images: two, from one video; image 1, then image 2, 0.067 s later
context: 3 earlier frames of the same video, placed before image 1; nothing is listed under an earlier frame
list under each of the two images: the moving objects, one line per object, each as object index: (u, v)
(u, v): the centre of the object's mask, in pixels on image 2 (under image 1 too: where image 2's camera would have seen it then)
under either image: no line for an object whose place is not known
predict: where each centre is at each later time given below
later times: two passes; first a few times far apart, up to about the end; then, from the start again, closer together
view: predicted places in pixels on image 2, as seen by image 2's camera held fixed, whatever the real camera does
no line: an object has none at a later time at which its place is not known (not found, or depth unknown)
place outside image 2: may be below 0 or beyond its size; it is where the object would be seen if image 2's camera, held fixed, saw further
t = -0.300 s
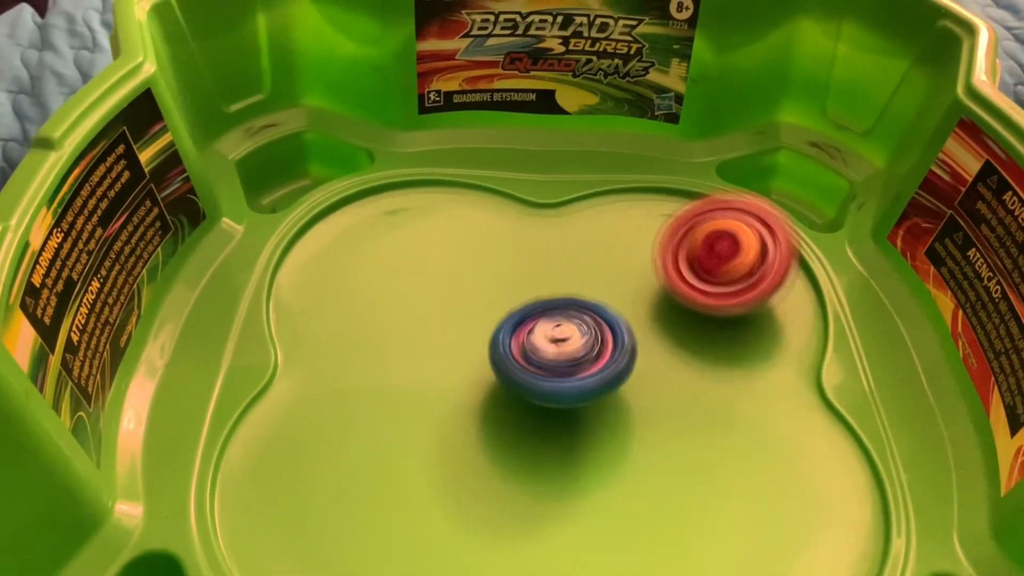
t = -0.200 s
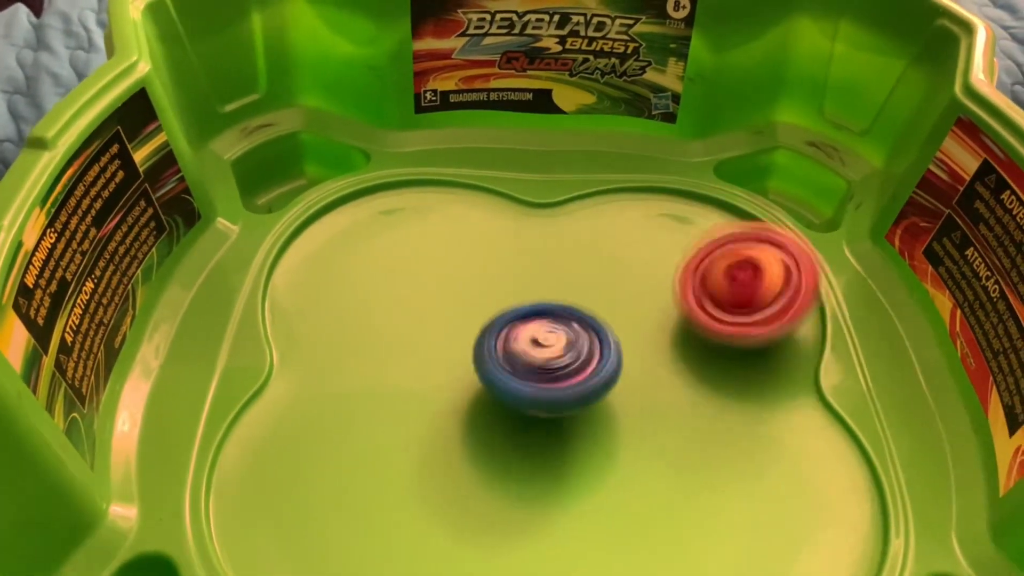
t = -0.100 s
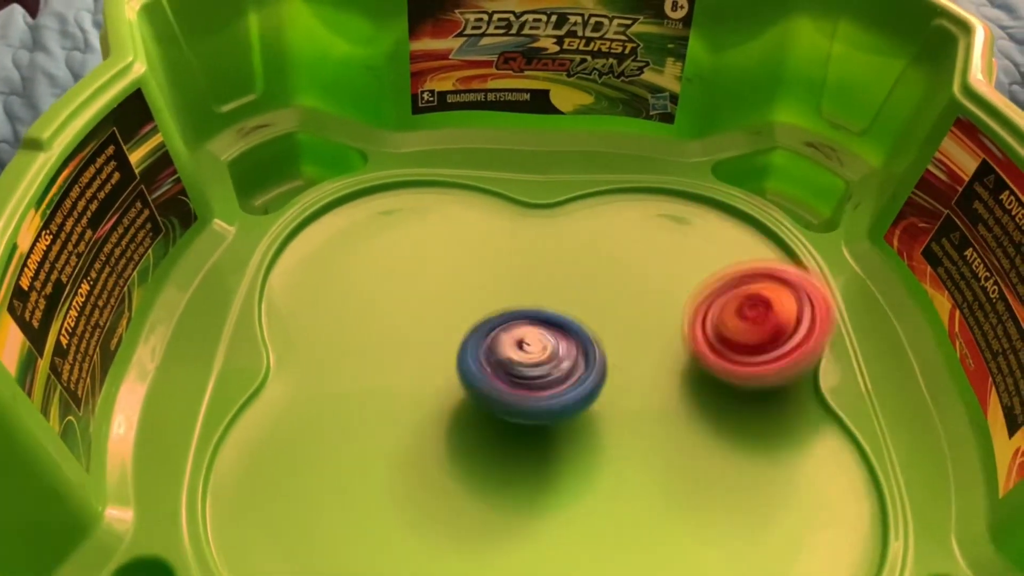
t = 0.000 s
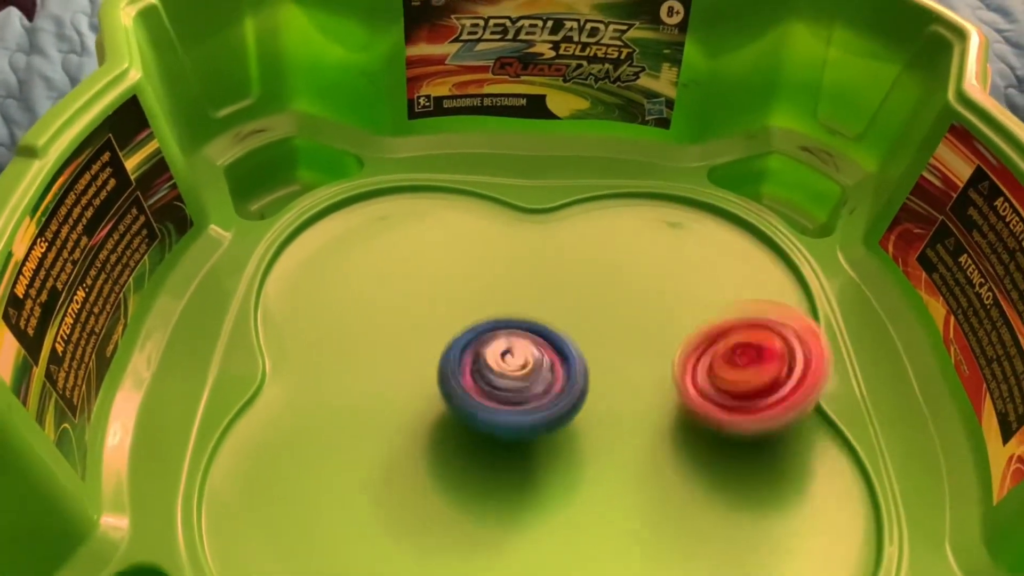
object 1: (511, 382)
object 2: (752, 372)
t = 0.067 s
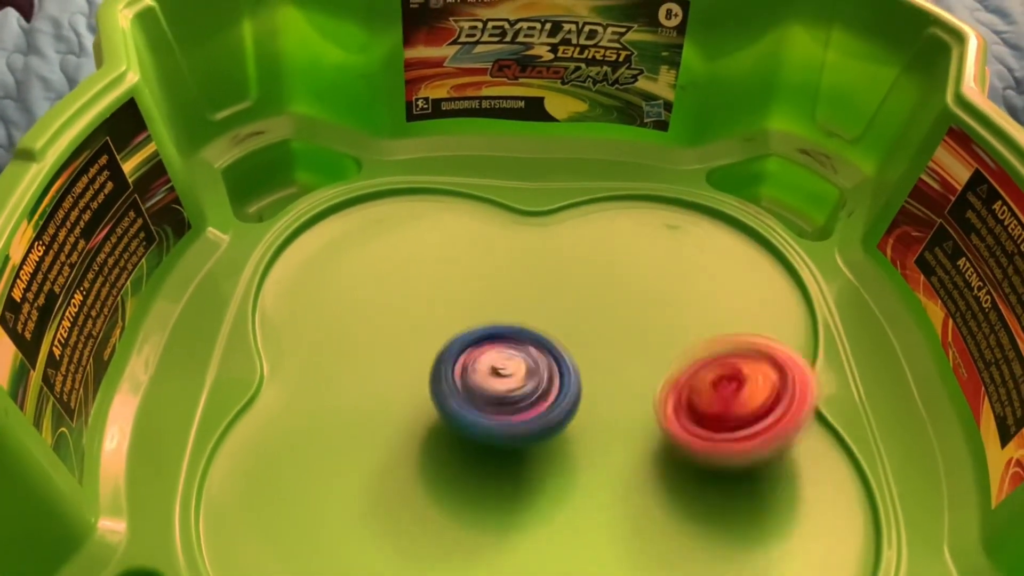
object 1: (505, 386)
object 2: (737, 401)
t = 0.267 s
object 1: (511, 394)
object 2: (649, 477)
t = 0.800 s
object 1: (597, 350)
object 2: (294, 443)
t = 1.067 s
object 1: (568, 387)
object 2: (345, 332)
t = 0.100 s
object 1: (503, 388)
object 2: (727, 415)
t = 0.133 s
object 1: (503, 390)
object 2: (714, 428)
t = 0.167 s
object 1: (504, 391)
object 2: (702, 442)
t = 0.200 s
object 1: (505, 392)
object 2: (688, 454)
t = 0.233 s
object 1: (508, 394)
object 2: (668, 467)
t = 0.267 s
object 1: (511, 394)
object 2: (649, 477)
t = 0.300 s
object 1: (514, 390)
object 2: (628, 489)
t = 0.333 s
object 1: (520, 385)
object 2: (607, 501)
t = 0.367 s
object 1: (521, 376)
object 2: (582, 508)
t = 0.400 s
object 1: (527, 367)
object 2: (549, 517)
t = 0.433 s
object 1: (533, 361)
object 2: (520, 522)
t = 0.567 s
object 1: (557, 341)
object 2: (403, 519)
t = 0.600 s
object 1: (564, 338)
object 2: (376, 513)
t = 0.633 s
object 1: (573, 335)
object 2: (356, 507)
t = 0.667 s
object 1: (580, 338)
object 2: (336, 495)
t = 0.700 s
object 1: (585, 339)
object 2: (321, 485)
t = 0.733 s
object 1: (591, 339)
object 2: (310, 470)
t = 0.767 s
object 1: (597, 343)
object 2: (300, 458)
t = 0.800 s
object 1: (597, 350)
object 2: (294, 443)
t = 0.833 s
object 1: (598, 352)
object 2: (291, 428)
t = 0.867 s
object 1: (601, 357)
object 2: (292, 412)
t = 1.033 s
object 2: (328, 345)
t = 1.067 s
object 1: (568, 387)
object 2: (345, 332)
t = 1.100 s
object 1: (557, 389)
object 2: (360, 320)
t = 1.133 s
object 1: (547, 389)
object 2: (377, 309)
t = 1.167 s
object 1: (539, 388)
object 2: (395, 298)
